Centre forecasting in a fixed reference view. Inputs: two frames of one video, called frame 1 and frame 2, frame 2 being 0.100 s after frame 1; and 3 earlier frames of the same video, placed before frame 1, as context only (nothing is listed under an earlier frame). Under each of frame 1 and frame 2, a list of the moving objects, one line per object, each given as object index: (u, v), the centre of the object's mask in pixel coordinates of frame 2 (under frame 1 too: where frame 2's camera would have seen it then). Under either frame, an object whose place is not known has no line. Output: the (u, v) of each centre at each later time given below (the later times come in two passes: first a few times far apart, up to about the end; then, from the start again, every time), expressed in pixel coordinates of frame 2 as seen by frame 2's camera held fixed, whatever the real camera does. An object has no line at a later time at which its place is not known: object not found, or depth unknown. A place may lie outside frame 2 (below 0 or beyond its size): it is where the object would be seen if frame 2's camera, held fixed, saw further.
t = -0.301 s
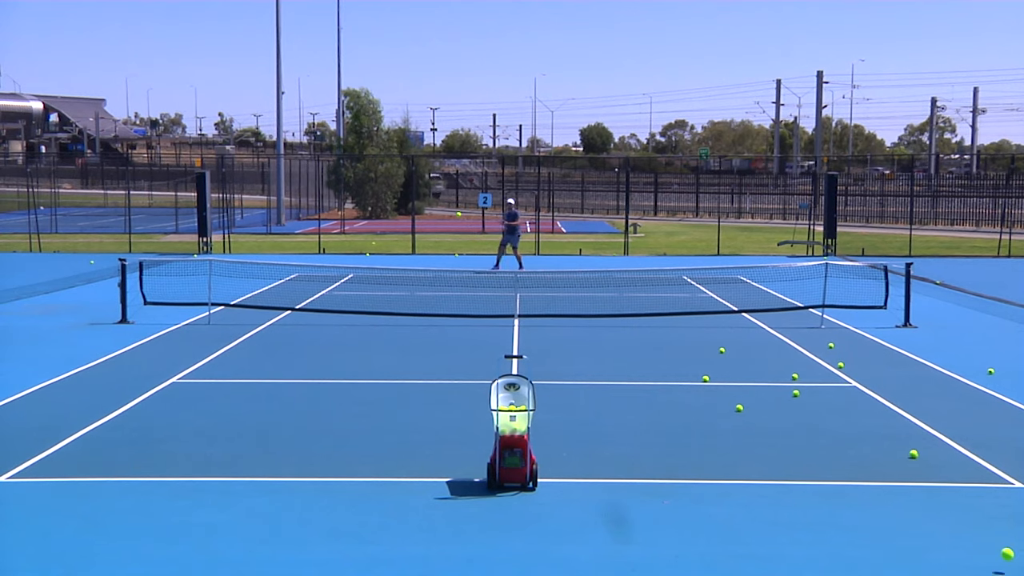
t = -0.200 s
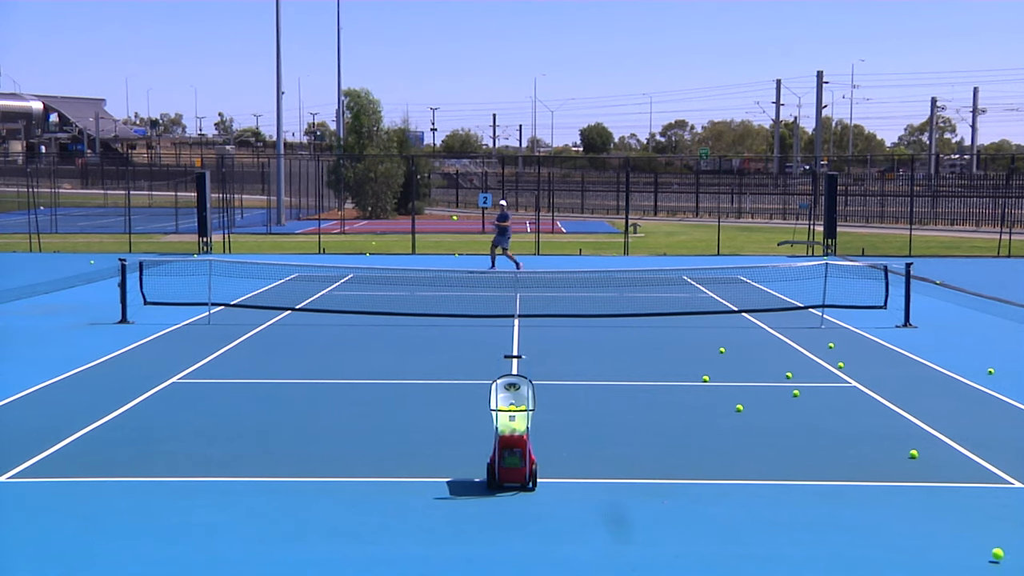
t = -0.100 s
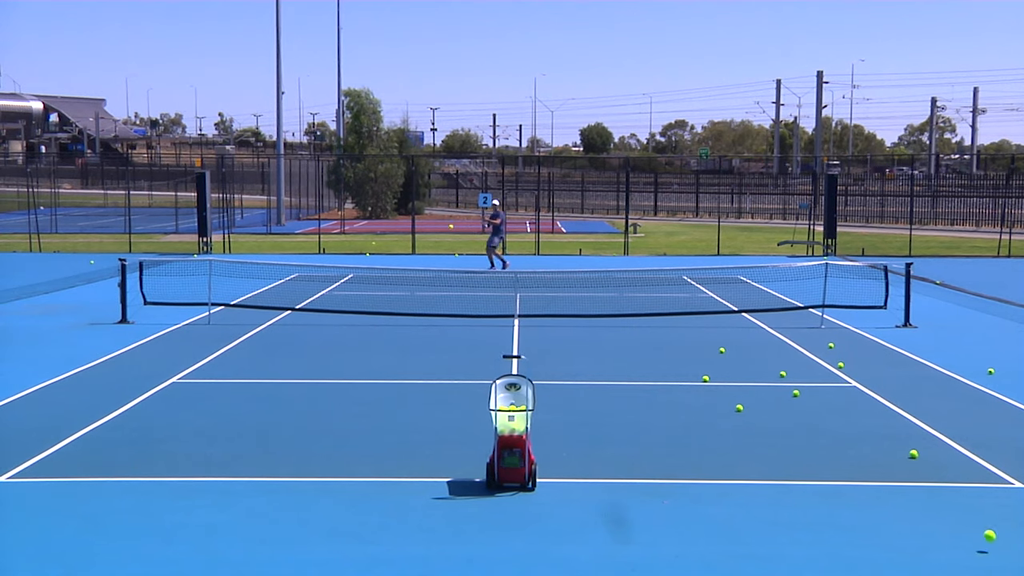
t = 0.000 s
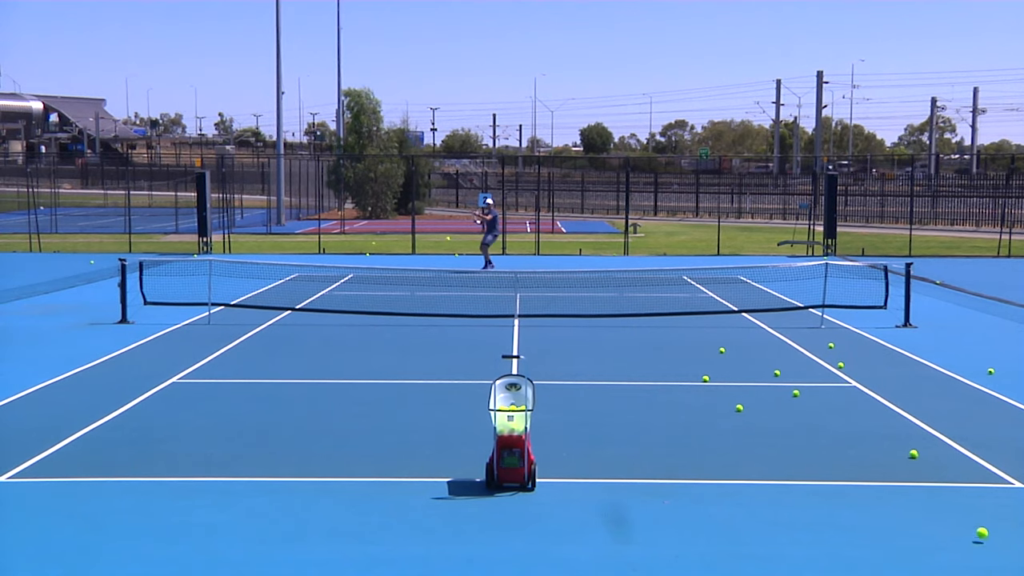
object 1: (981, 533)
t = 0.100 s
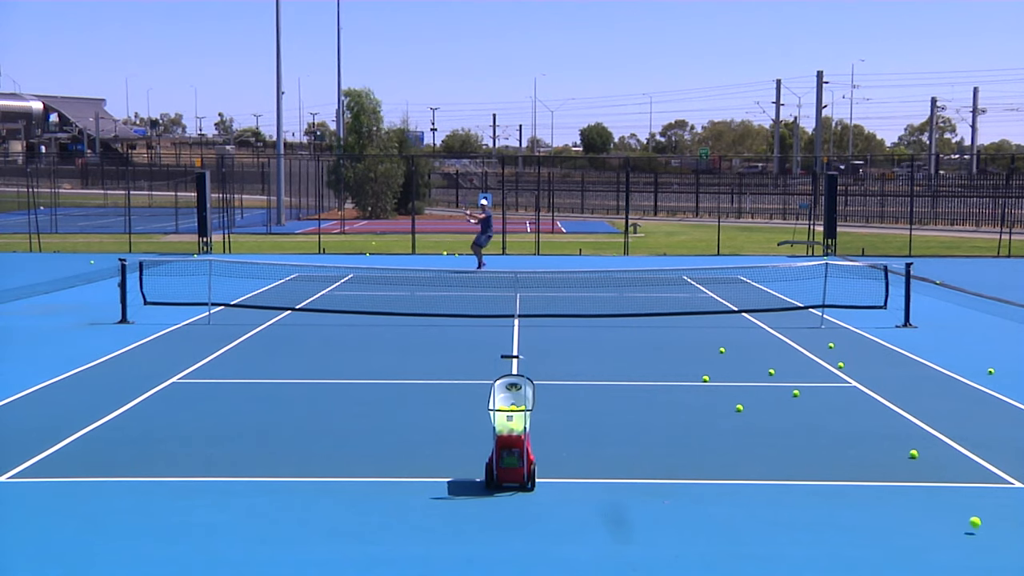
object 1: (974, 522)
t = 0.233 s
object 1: (966, 517)
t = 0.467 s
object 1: (952, 497)
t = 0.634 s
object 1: (942, 488)
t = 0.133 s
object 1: (971, 518)
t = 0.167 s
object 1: (970, 516)
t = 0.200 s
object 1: (968, 516)
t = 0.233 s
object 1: (966, 517)
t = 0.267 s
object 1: (963, 512)
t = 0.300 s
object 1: (961, 508)
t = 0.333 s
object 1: (959, 505)
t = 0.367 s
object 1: (957, 503)
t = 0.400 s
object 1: (955, 503)
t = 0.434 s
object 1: (953, 502)
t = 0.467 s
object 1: (952, 497)
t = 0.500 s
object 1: (949, 494)
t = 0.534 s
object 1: (948, 492)
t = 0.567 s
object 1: (946, 492)
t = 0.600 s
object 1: (944, 492)
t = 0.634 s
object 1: (942, 488)
